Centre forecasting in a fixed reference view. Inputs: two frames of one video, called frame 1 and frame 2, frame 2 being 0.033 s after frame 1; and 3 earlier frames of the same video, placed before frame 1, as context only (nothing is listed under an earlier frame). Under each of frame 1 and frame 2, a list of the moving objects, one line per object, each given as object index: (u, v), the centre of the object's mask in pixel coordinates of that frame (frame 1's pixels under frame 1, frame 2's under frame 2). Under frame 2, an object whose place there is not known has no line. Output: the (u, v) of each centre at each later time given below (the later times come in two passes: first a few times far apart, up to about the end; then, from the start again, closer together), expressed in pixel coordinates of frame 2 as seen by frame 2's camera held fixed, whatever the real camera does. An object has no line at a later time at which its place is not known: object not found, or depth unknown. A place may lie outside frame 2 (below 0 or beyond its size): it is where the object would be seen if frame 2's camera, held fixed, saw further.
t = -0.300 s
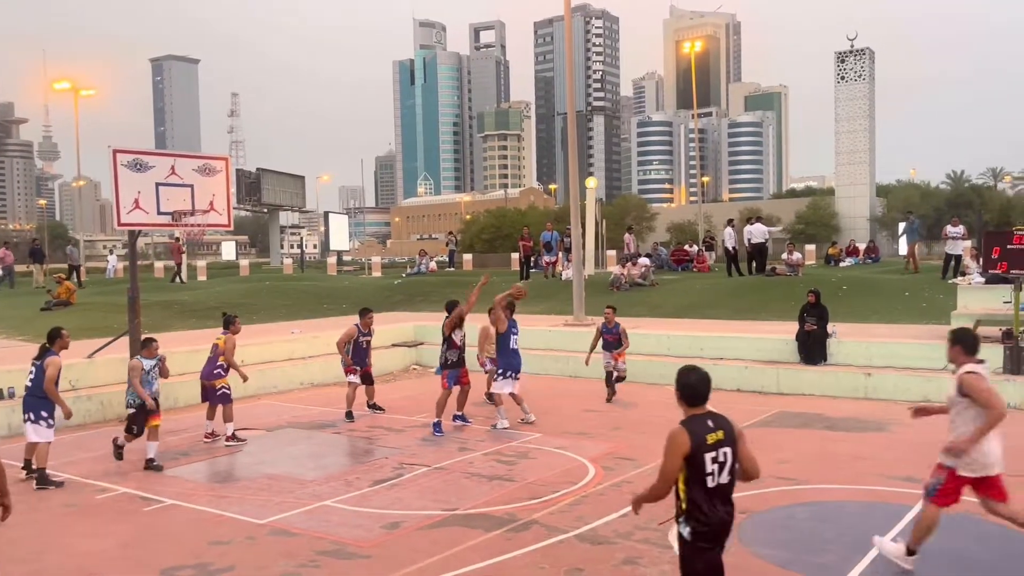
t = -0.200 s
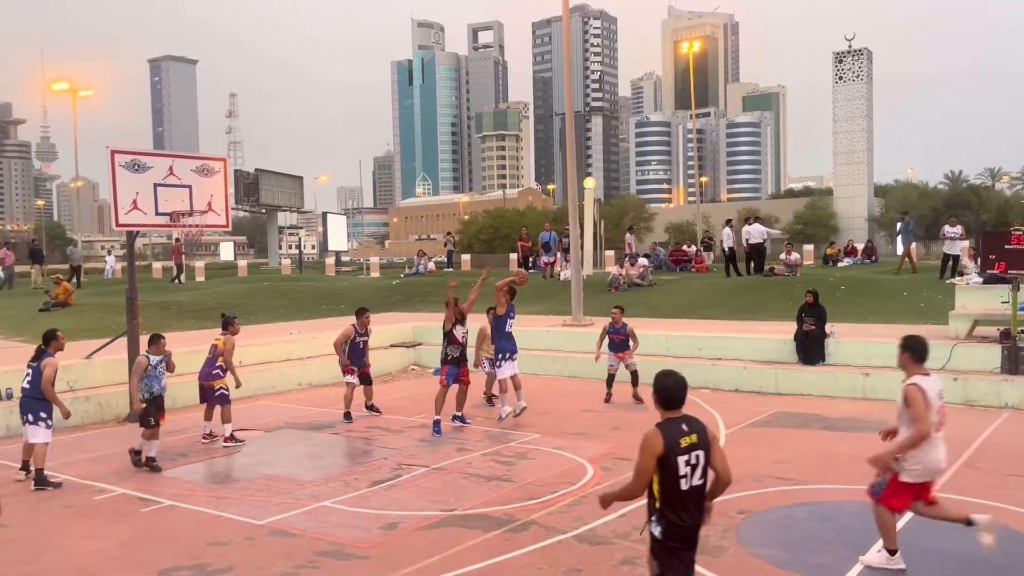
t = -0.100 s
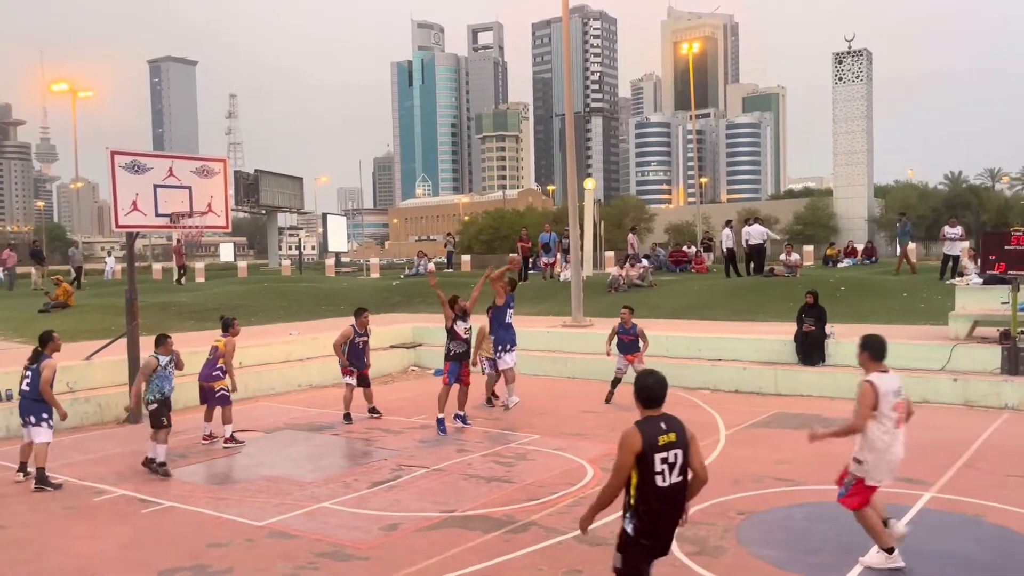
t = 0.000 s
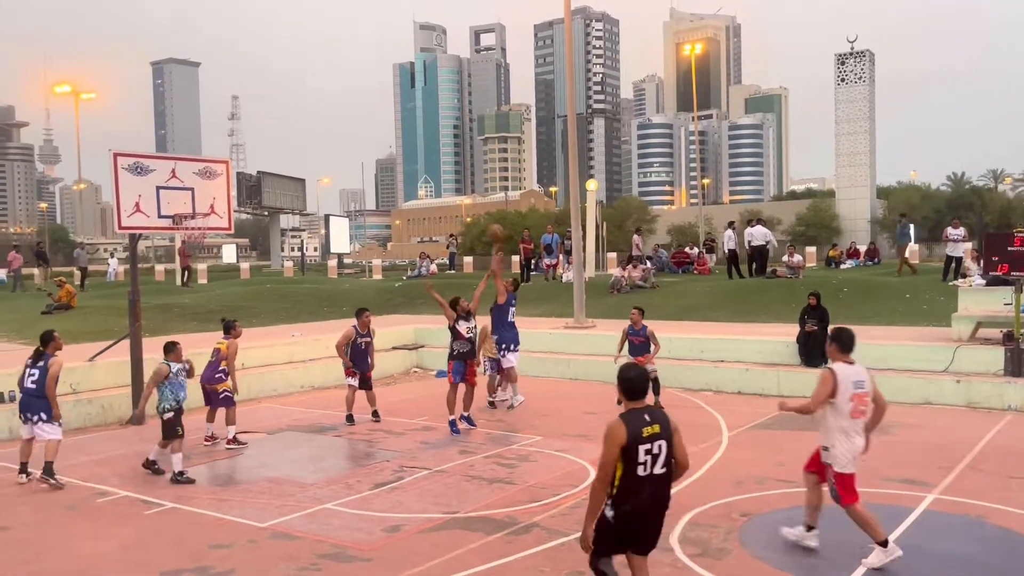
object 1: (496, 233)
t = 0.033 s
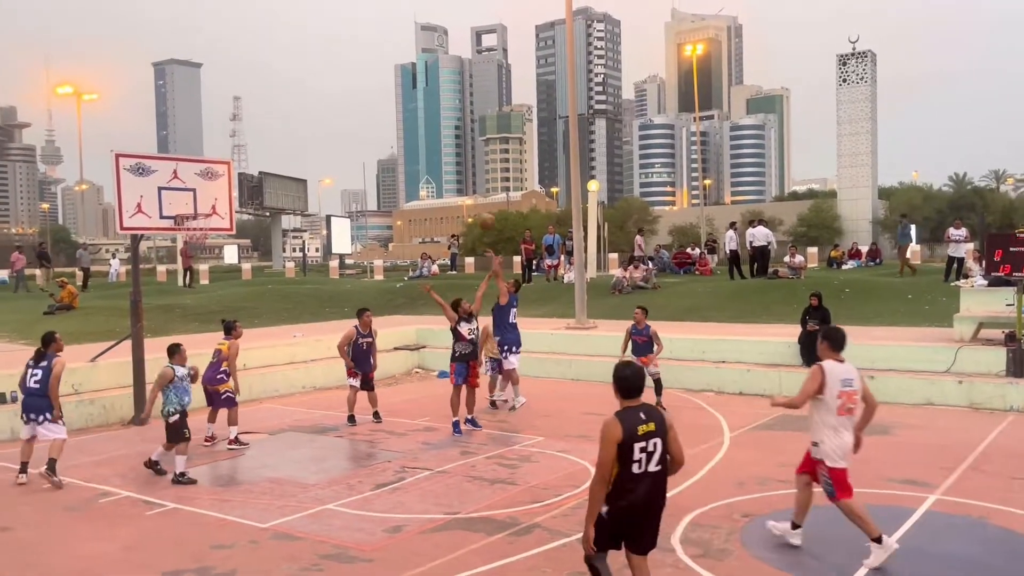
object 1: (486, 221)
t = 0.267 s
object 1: (415, 159)
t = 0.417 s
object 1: (371, 140)
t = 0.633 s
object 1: (310, 139)
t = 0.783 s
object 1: (270, 158)
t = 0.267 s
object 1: (415, 159)
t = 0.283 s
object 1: (409, 156)
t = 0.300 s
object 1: (405, 154)
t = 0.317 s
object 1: (400, 152)
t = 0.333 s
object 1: (395, 149)
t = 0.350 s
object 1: (390, 147)
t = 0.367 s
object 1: (385, 145)
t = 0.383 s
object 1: (381, 143)
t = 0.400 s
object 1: (376, 141)
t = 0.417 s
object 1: (371, 140)
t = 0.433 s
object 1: (366, 139)
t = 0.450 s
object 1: (361, 138)
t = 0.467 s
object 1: (357, 137)
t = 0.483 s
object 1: (352, 136)
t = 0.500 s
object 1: (347, 136)
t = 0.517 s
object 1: (342, 136)
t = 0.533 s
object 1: (338, 135)
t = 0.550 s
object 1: (333, 135)
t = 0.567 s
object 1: (329, 136)
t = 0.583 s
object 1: (324, 137)
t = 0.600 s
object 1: (319, 137)
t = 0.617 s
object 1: (315, 138)
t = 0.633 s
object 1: (310, 139)
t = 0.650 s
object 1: (306, 140)
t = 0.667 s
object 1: (301, 142)
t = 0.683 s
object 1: (297, 144)
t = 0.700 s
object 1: (292, 146)
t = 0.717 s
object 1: (288, 148)
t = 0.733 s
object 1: (284, 150)
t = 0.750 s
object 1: (279, 152)
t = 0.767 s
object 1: (274, 155)
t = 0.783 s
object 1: (270, 158)
